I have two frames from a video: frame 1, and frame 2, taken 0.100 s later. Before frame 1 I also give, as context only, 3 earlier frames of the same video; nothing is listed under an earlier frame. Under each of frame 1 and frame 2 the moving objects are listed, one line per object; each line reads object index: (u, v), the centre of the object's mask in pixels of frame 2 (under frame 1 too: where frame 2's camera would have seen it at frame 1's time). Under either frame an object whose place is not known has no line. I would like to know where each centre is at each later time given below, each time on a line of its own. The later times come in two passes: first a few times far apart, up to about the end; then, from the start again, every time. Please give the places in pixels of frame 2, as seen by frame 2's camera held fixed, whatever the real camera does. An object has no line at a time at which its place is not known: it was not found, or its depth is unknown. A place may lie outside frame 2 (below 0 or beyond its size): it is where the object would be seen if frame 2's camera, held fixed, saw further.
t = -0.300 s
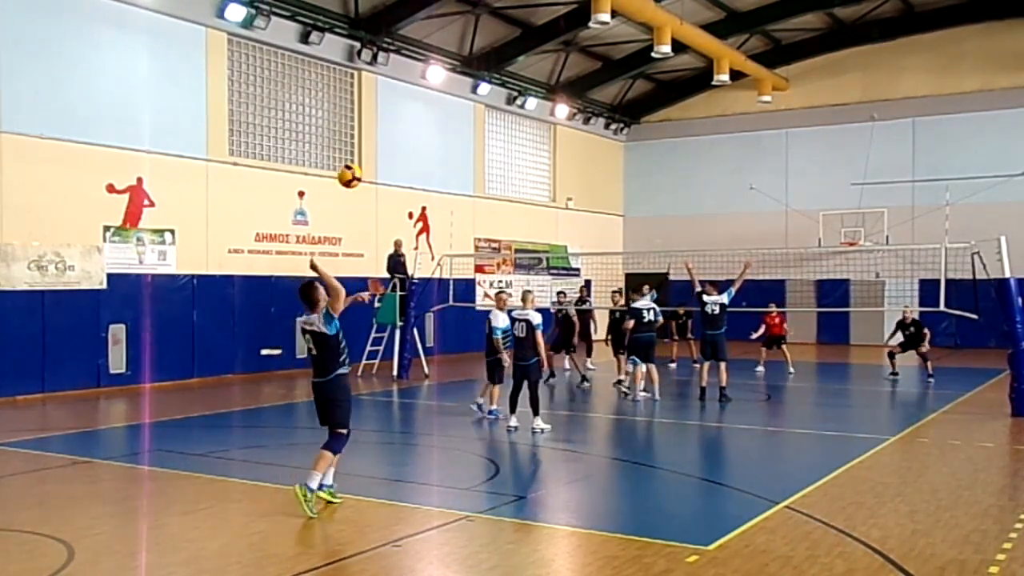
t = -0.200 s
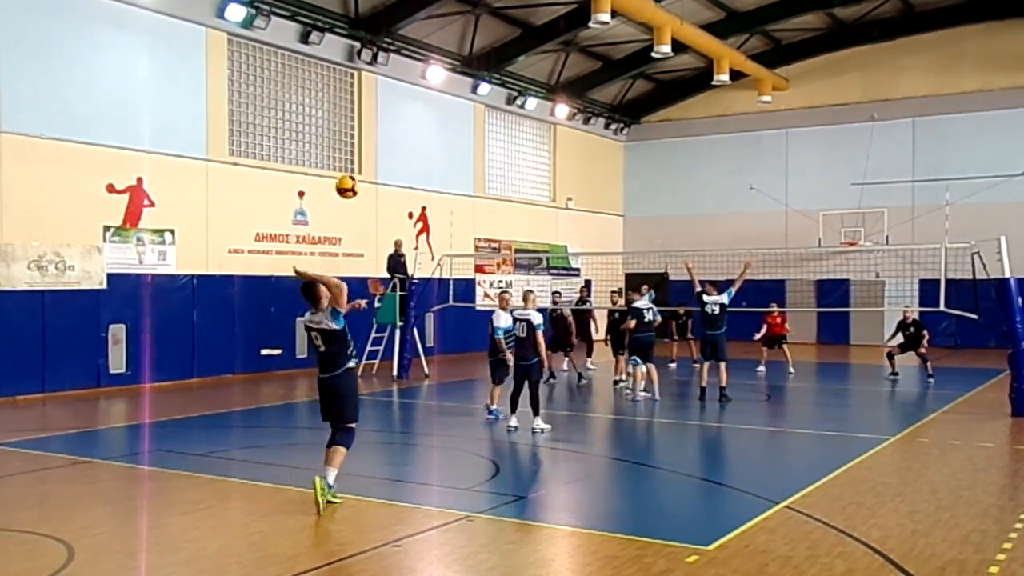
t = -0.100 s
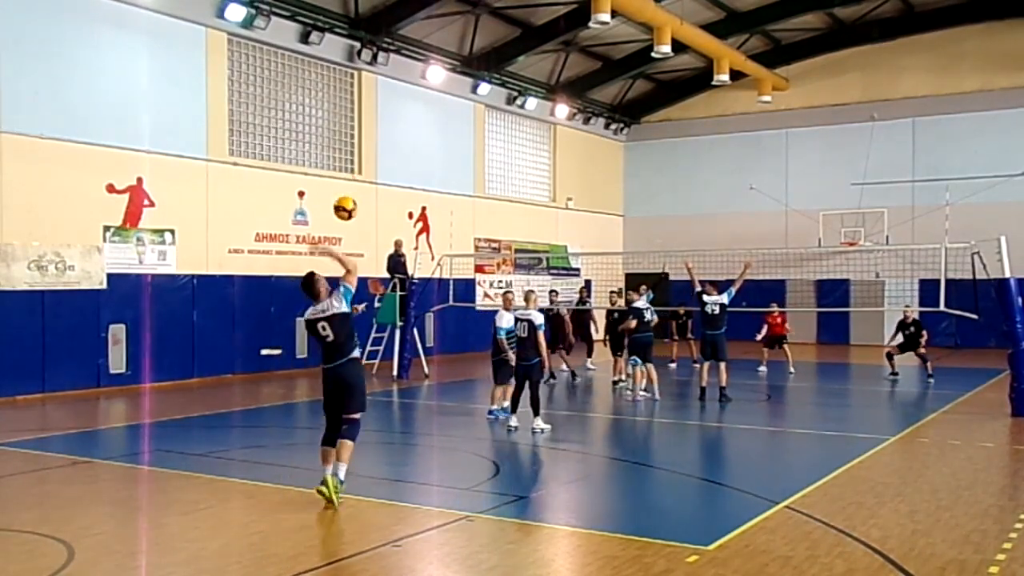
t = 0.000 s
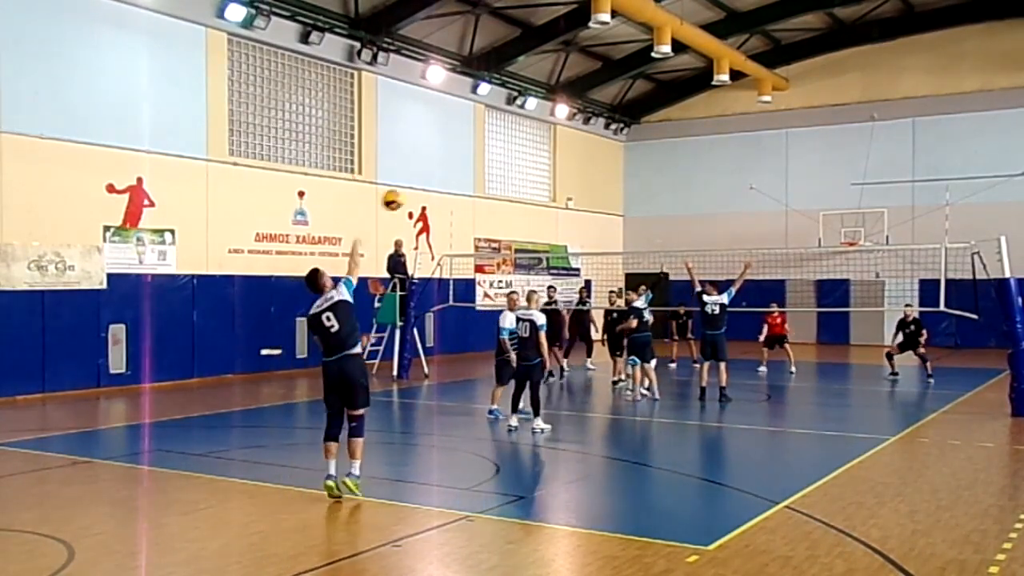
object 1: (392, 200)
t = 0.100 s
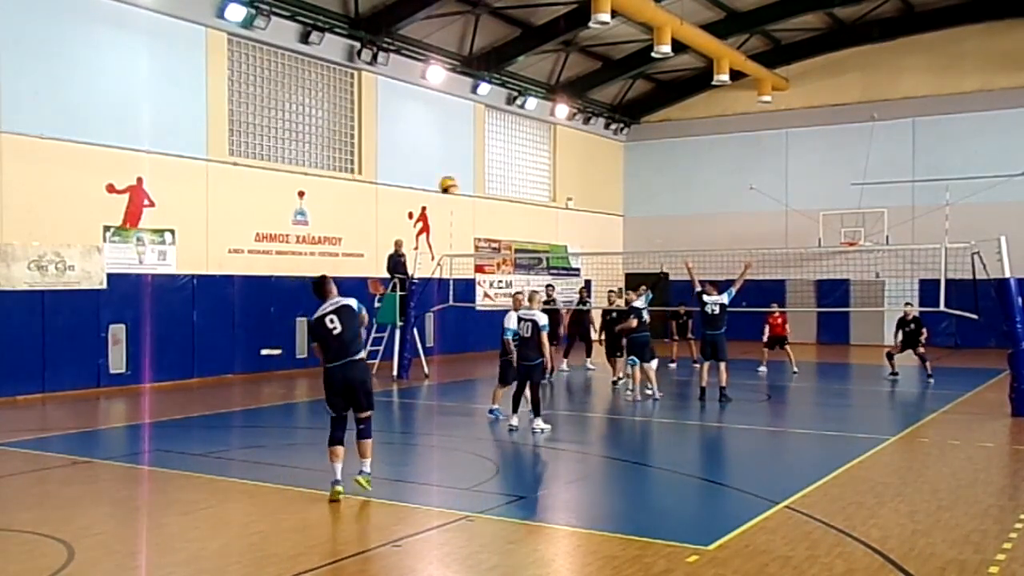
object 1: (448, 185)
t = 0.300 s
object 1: (521, 187)
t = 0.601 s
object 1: (587, 230)
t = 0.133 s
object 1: (463, 183)
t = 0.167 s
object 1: (477, 182)
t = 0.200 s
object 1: (489, 182)
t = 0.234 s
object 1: (501, 182)
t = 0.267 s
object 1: (512, 184)
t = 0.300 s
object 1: (521, 187)
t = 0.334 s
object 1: (531, 189)
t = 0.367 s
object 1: (539, 193)
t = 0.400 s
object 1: (547, 198)
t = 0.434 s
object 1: (555, 201)
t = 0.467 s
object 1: (563, 206)
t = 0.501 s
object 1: (569, 210)
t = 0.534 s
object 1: (576, 218)
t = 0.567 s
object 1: (582, 223)
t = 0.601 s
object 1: (587, 230)
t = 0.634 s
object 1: (592, 237)
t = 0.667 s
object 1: (597, 243)
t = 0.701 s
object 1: (603, 249)
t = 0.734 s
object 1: (607, 259)
